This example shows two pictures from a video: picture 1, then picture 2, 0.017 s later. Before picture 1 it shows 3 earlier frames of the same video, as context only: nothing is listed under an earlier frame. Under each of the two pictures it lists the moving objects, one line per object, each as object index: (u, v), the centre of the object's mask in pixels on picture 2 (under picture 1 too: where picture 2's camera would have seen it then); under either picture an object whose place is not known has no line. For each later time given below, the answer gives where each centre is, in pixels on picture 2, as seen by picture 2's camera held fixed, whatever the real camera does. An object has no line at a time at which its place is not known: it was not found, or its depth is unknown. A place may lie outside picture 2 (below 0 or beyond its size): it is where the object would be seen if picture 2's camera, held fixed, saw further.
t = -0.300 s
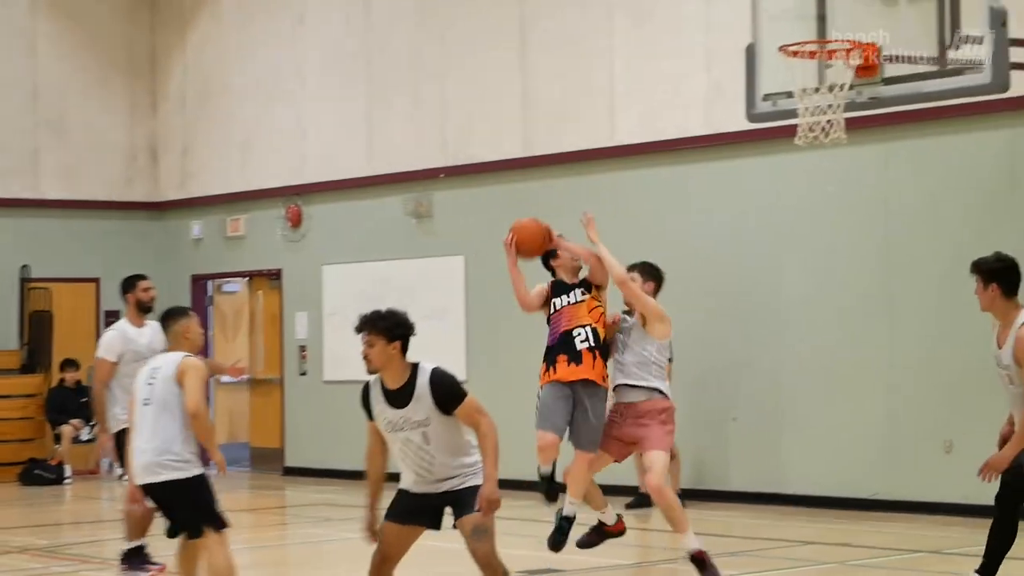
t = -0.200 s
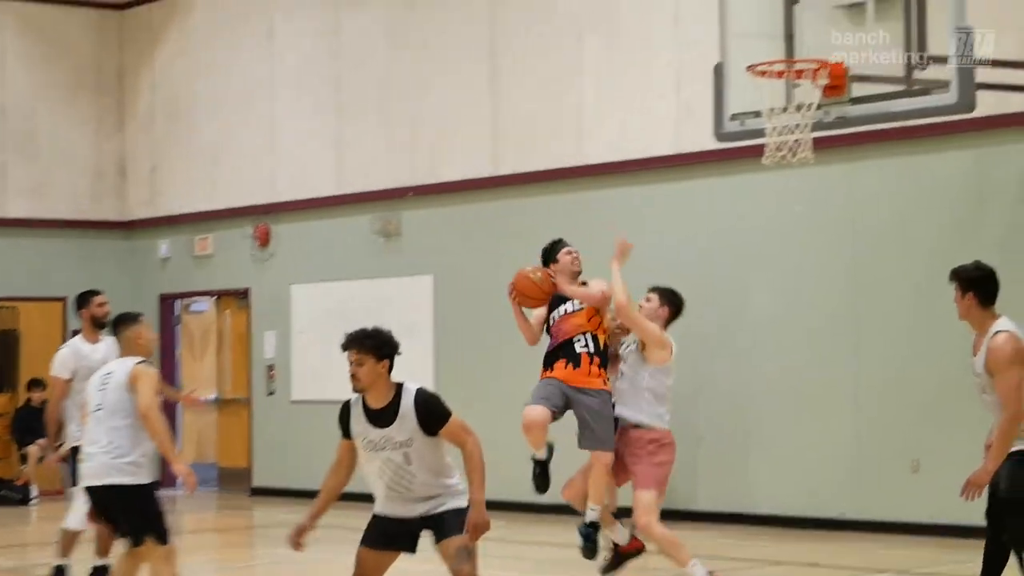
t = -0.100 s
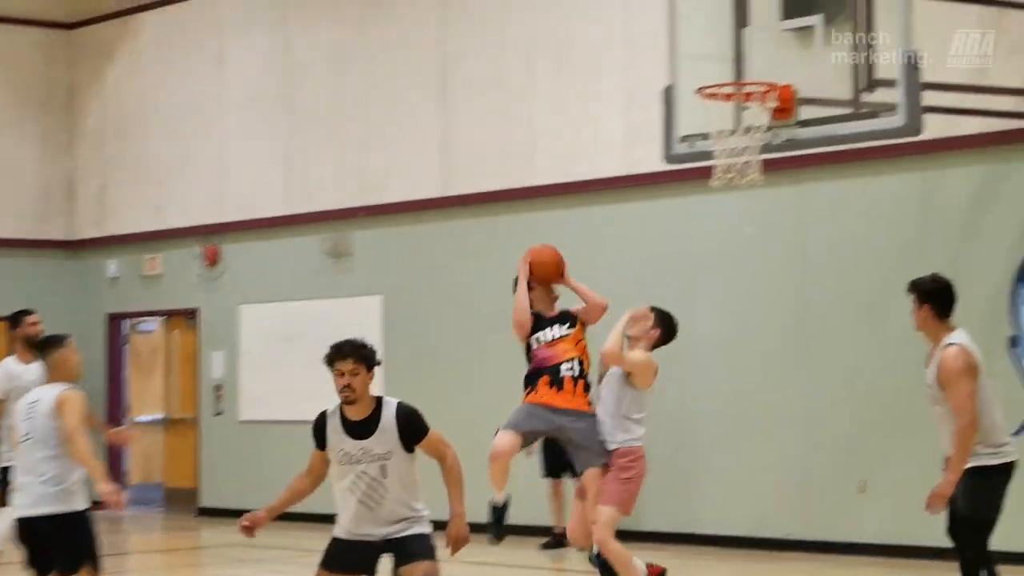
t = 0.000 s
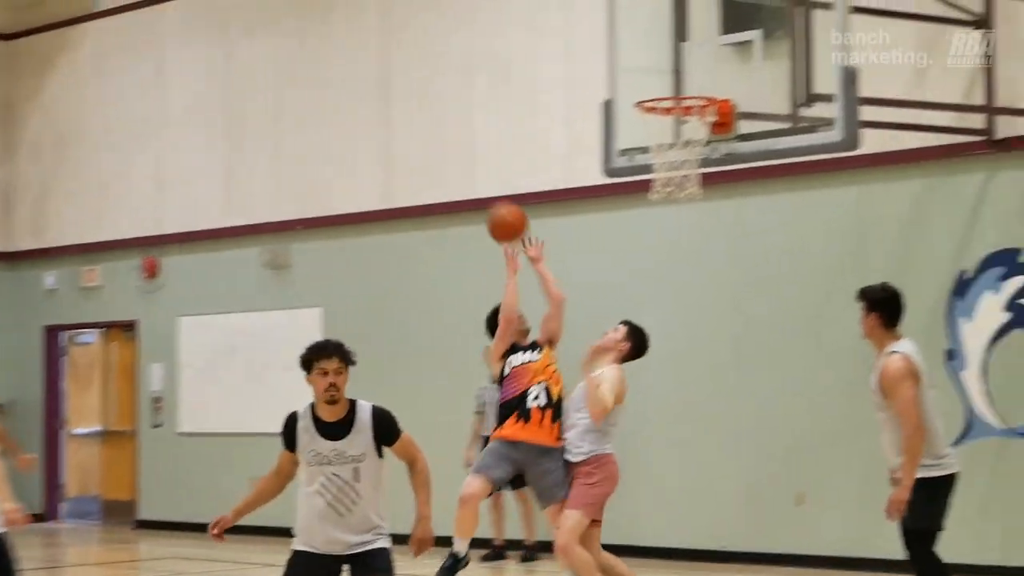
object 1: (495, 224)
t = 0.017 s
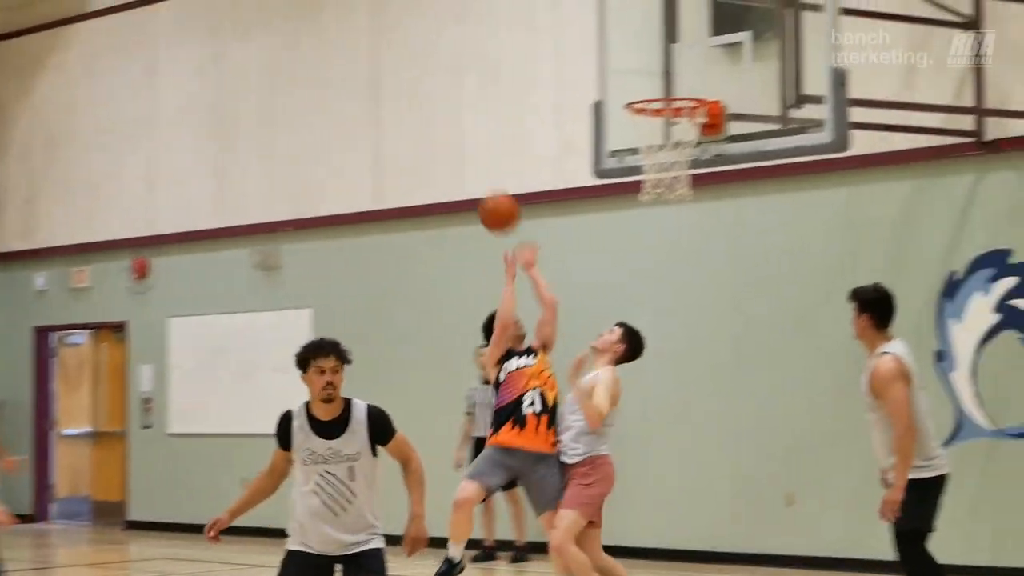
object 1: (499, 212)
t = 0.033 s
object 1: (502, 198)
